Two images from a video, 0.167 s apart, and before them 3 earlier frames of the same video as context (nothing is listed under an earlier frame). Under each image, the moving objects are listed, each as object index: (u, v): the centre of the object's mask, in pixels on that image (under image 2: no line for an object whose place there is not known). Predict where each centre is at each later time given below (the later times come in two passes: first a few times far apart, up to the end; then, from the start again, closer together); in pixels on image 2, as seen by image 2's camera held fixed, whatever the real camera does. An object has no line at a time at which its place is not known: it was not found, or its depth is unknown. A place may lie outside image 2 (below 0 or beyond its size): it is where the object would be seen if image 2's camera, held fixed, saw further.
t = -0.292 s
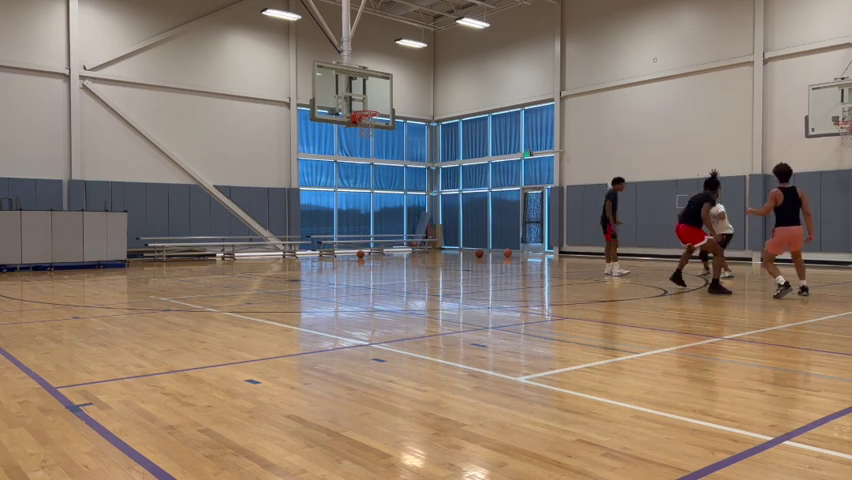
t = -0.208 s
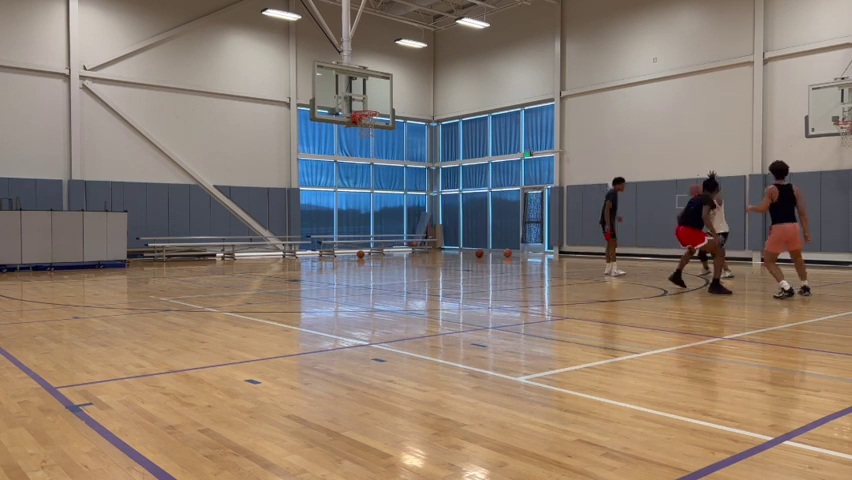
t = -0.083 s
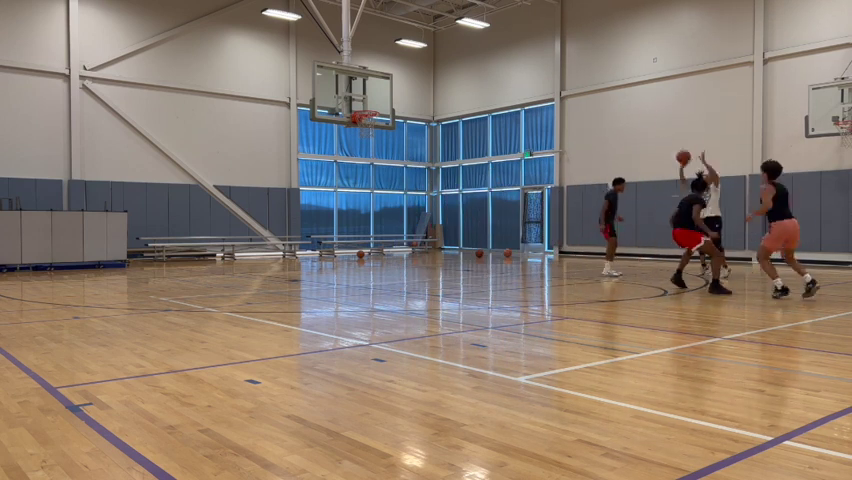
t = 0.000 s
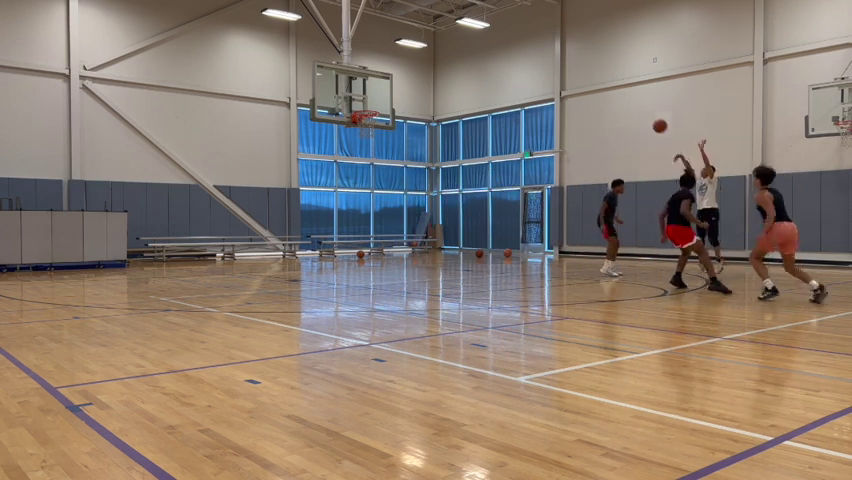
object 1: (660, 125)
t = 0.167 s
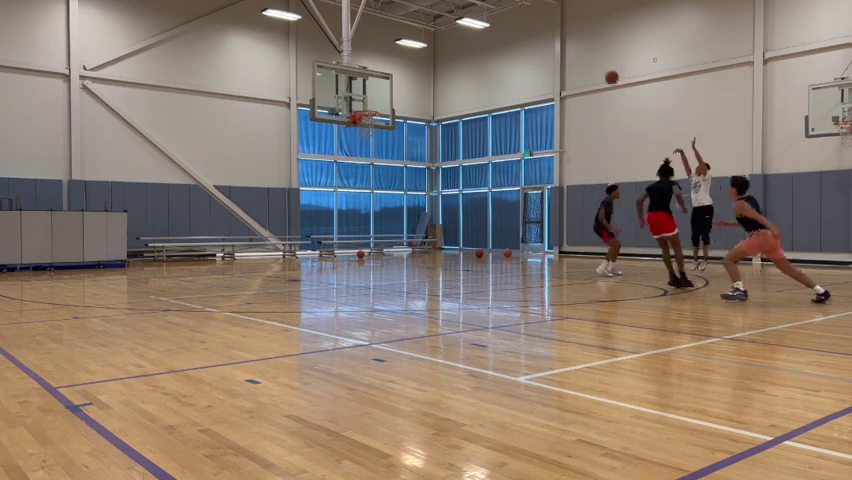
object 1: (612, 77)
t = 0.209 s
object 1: (600, 68)
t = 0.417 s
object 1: (542, 37)
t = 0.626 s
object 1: (487, 29)
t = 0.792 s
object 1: (445, 40)
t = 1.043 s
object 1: (385, 82)
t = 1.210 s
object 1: (369, 104)
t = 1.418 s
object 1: (413, 96)
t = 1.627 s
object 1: (462, 110)
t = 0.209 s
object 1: (600, 68)
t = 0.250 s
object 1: (588, 59)
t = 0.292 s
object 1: (577, 52)
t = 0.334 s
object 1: (565, 46)
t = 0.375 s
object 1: (553, 41)
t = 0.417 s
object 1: (542, 37)
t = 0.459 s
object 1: (531, 33)
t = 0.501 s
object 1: (520, 31)
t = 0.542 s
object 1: (509, 29)
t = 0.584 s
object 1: (498, 29)
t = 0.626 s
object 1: (487, 29)
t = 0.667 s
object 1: (476, 32)
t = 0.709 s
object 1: (466, 33)
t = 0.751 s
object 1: (455, 36)
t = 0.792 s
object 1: (445, 40)
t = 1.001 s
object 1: (395, 72)
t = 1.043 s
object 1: (385, 82)
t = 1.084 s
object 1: (375, 91)
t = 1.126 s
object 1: (366, 102)
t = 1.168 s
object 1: (361, 109)
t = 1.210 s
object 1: (369, 104)
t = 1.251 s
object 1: (378, 101)
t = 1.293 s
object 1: (387, 99)
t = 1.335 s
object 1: (395, 97)
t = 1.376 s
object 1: (404, 96)
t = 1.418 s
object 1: (413, 96)
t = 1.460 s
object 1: (423, 97)
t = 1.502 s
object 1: (432, 99)
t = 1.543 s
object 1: (442, 102)
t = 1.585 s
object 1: (452, 105)
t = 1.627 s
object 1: (462, 110)
